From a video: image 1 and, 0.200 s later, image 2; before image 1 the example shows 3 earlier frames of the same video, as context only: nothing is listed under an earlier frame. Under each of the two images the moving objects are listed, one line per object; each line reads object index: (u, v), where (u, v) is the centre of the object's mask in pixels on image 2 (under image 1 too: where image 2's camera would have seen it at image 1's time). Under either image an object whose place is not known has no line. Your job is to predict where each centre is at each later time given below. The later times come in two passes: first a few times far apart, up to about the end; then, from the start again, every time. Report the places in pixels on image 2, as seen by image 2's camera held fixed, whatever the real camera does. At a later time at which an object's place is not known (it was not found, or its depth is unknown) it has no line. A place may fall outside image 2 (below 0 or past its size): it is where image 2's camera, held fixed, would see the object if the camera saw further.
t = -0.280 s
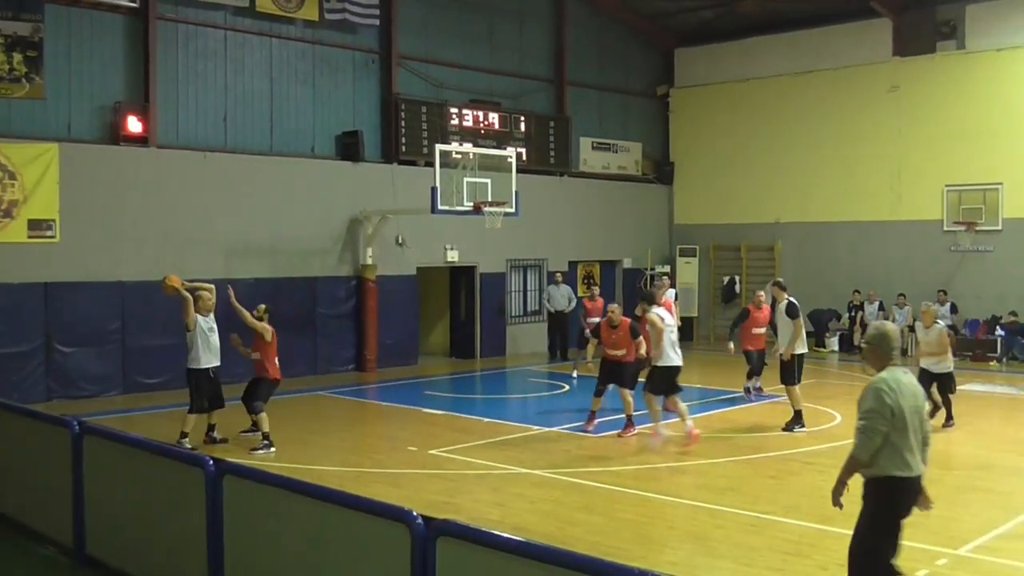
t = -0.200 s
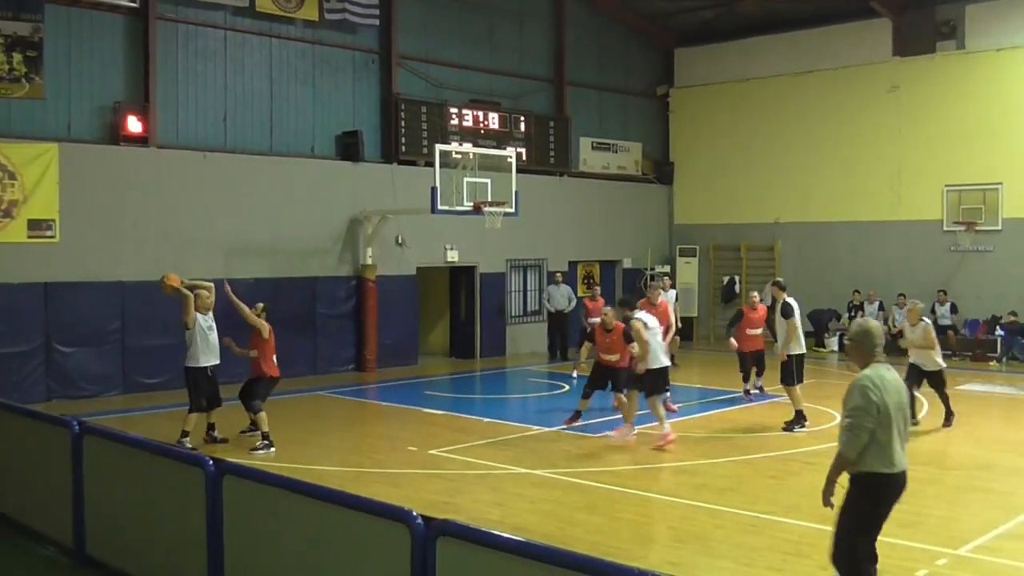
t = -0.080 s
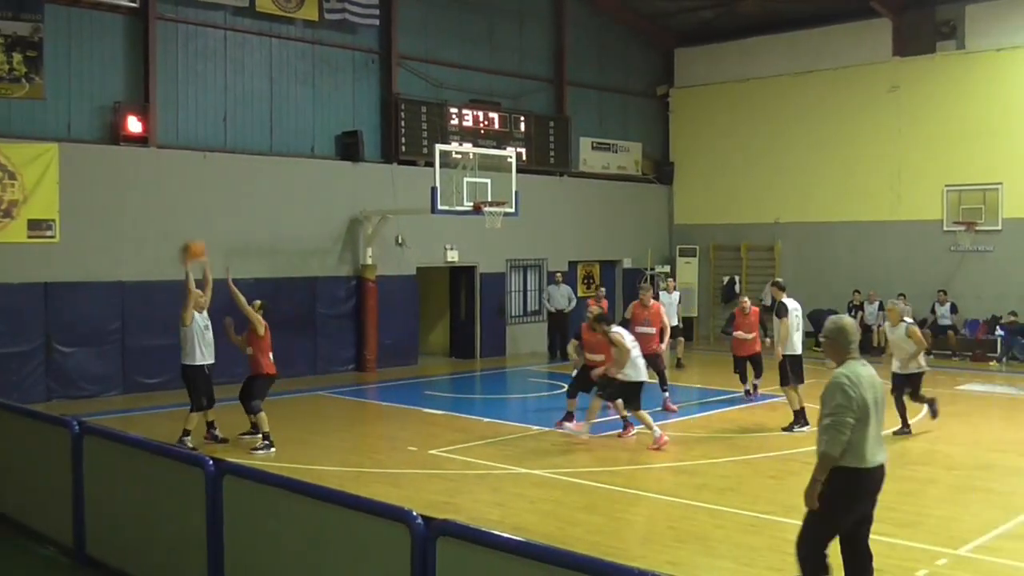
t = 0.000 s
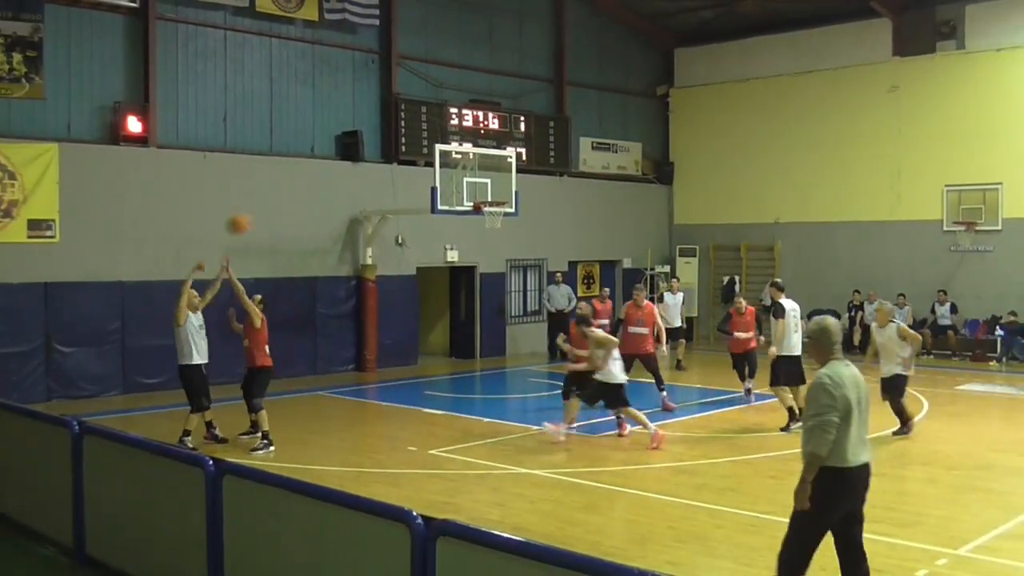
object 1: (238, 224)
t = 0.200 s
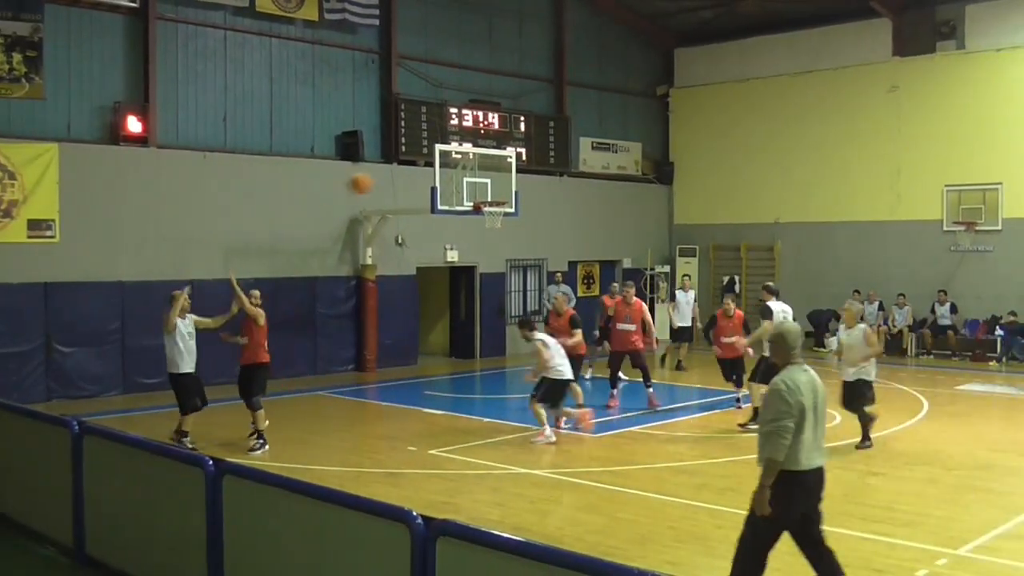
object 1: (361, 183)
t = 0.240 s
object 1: (385, 179)
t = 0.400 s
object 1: (486, 178)
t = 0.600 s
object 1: (612, 210)
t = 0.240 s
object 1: (385, 179)
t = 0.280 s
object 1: (410, 177)
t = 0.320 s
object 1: (435, 176)
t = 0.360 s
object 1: (459, 176)
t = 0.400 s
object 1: (486, 178)
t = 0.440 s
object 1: (511, 181)
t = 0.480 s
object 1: (536, 187)
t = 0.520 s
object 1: (561, 193)
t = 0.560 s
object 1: (587, 201)
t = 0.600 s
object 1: (612, 210)
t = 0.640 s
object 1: (638, 221)
